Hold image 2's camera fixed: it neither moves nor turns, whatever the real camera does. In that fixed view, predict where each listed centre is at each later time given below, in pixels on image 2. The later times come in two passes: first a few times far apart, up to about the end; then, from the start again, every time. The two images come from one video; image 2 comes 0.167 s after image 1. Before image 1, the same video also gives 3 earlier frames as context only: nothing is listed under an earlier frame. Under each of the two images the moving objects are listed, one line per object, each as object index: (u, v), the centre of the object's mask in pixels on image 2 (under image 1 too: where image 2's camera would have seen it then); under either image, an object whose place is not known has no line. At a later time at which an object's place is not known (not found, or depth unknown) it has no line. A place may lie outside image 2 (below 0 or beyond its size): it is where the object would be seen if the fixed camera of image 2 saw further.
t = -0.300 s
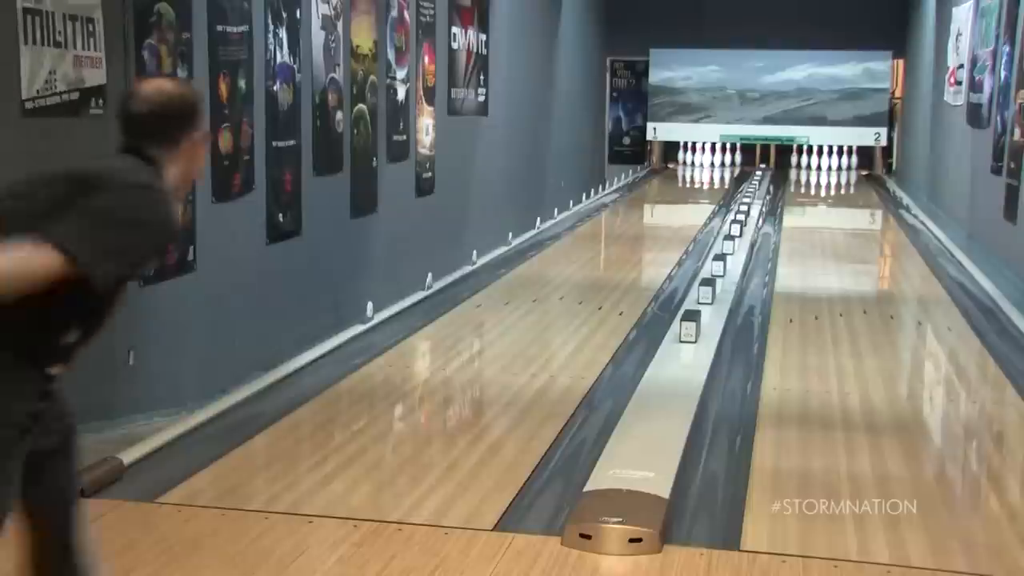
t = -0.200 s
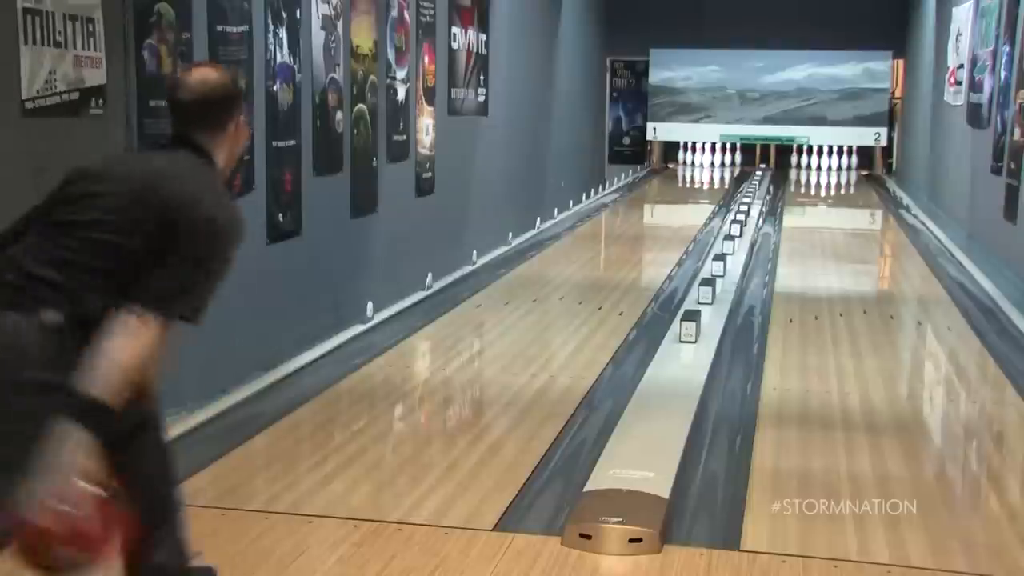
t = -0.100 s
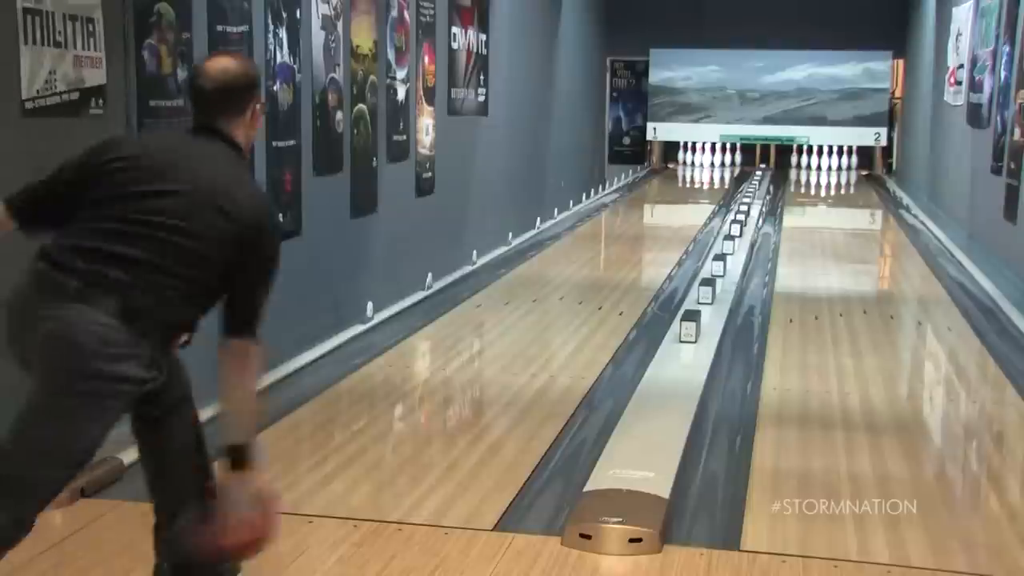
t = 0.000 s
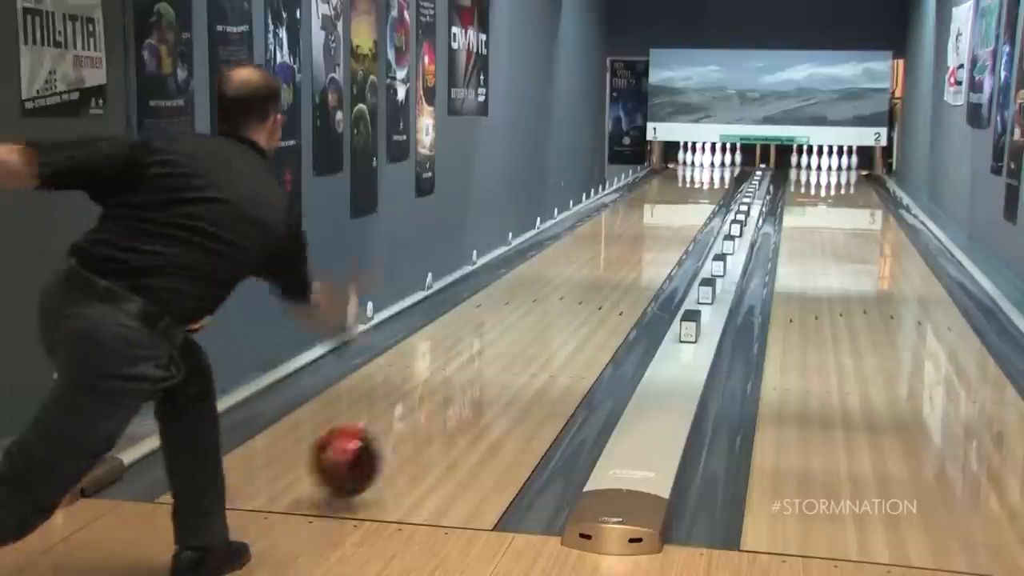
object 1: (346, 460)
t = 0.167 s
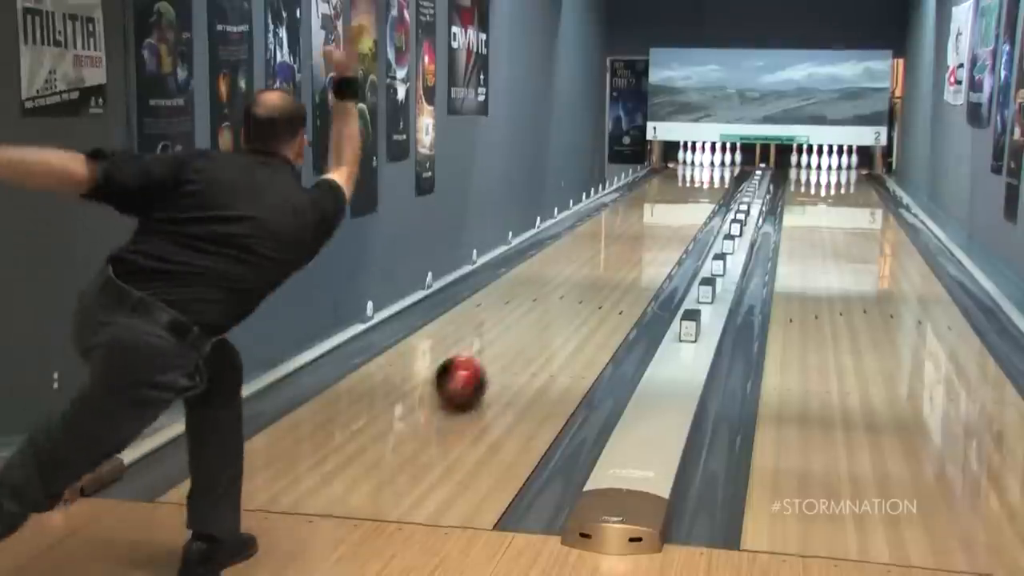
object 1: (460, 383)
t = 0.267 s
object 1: (506, 347)
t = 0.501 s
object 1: (578, 290)
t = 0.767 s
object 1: (628, 249)
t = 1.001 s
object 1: (657, 224)
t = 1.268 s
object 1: (681, 204)
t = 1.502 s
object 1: (696, 190)
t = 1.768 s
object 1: (708, 179)
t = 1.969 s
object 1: (713, 172)
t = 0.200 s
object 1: (477, 370)
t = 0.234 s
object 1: (492, 358)
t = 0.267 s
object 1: (506, 347)
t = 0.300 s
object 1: (519, 337)
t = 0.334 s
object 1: (530, 327)
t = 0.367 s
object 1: (541, 319)
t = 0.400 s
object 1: (551, 311)
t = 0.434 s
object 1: (560, 303)
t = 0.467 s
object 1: (569, 296)
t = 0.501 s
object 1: (578, 290)
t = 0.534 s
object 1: (585, 283)
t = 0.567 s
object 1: (592, 277)
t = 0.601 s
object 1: (599, 272)
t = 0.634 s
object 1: (605, 267)
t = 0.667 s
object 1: (611, 261)
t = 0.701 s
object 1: (617, 257)
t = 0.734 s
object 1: (623, 252)
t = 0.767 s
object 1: (628, 249)
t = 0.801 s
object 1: (633, 245)
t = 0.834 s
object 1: (637, 241)
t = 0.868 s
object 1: (642, 237)
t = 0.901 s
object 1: (646, 234)
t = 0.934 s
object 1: (650, 230)
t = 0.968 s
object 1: (653, 227)
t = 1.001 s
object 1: (657, 224)
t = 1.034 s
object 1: (661, 221)
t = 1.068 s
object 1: (664, 219)
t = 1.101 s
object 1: (667, 216)
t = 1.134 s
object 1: (670, 213)
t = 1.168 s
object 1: (673, 211)
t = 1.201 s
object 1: (676, 209)
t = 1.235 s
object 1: (678, 206)
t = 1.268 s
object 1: (681, 204)
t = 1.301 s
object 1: (684, 201)
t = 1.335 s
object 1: (686, 200)
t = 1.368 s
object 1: (688, 198)
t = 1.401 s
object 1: (689, 196)
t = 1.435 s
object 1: (692, 194)
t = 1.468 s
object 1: (694, 192)
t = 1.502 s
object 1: (696, 190)
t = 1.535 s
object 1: (697, 189)
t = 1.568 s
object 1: (699, 188)
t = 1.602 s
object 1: (701, 186)
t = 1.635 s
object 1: (702, 185)
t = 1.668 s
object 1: (704, 183)
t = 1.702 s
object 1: (705, 181)
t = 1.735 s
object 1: (706, 180)
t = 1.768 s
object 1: (708, 179)
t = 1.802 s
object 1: (709, 177)
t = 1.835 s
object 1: (710, 176)
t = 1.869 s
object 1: (711, 175)
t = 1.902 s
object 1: (711, 174)
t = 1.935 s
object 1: (712, 172)
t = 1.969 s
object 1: (713, 172)
